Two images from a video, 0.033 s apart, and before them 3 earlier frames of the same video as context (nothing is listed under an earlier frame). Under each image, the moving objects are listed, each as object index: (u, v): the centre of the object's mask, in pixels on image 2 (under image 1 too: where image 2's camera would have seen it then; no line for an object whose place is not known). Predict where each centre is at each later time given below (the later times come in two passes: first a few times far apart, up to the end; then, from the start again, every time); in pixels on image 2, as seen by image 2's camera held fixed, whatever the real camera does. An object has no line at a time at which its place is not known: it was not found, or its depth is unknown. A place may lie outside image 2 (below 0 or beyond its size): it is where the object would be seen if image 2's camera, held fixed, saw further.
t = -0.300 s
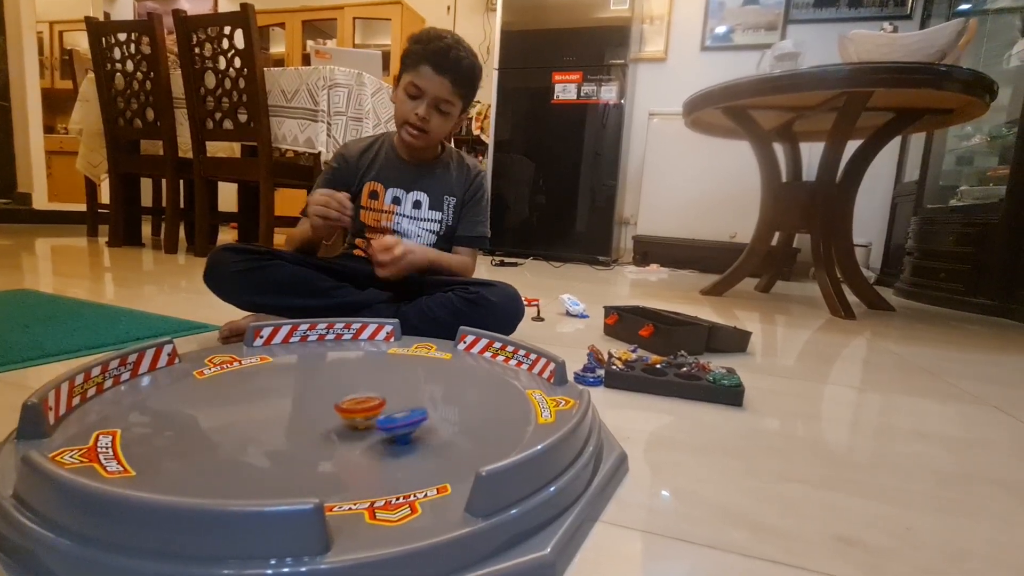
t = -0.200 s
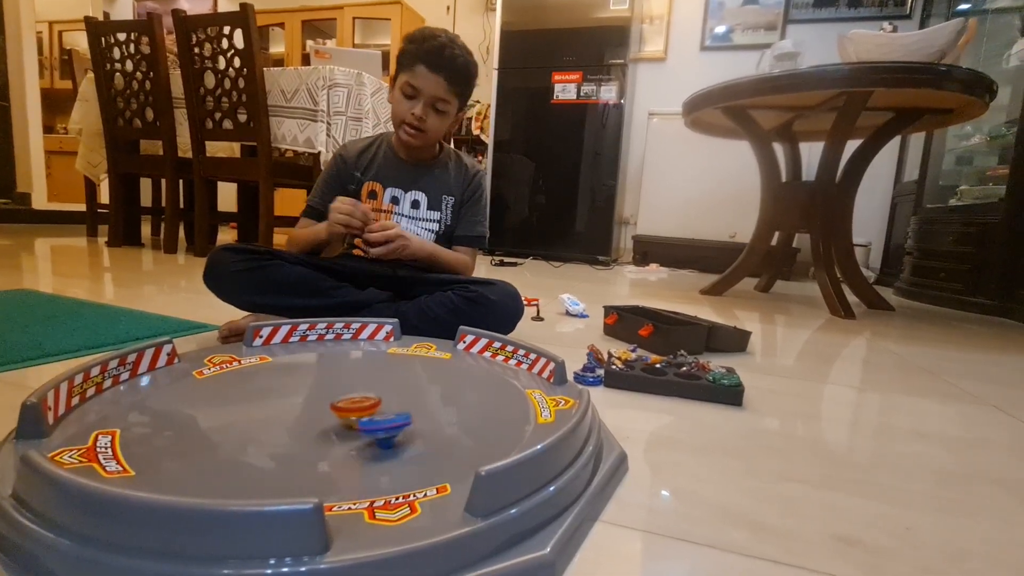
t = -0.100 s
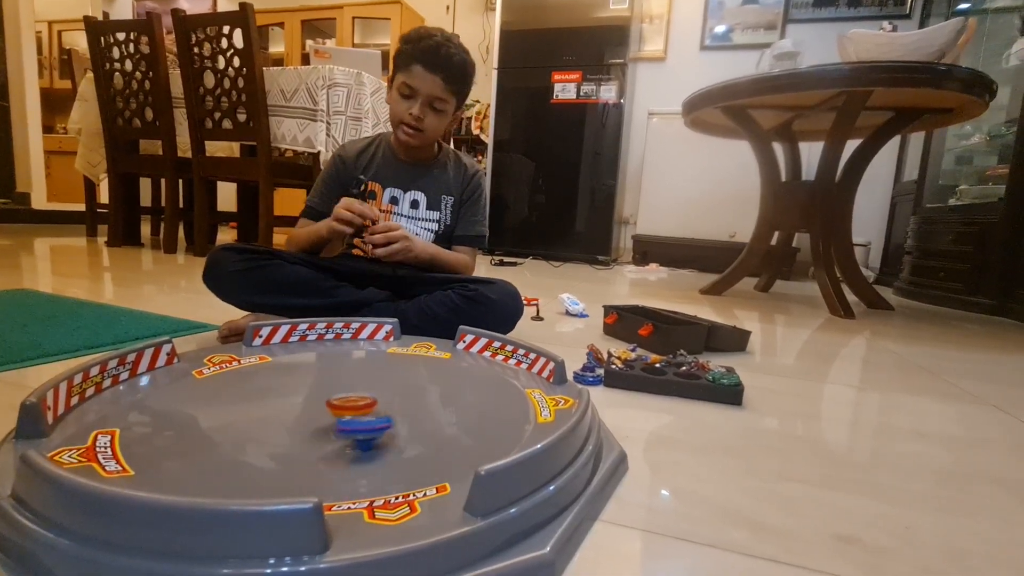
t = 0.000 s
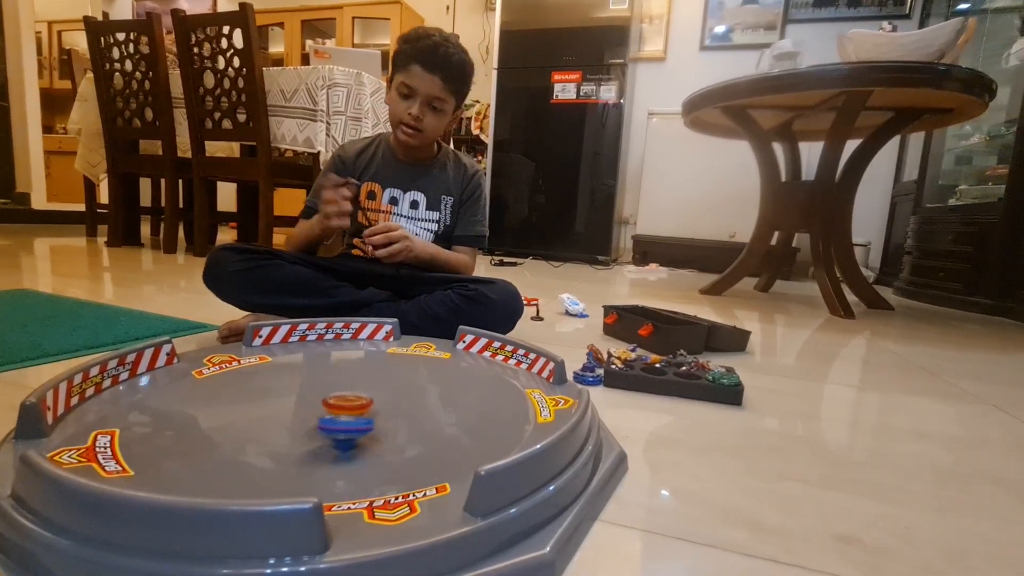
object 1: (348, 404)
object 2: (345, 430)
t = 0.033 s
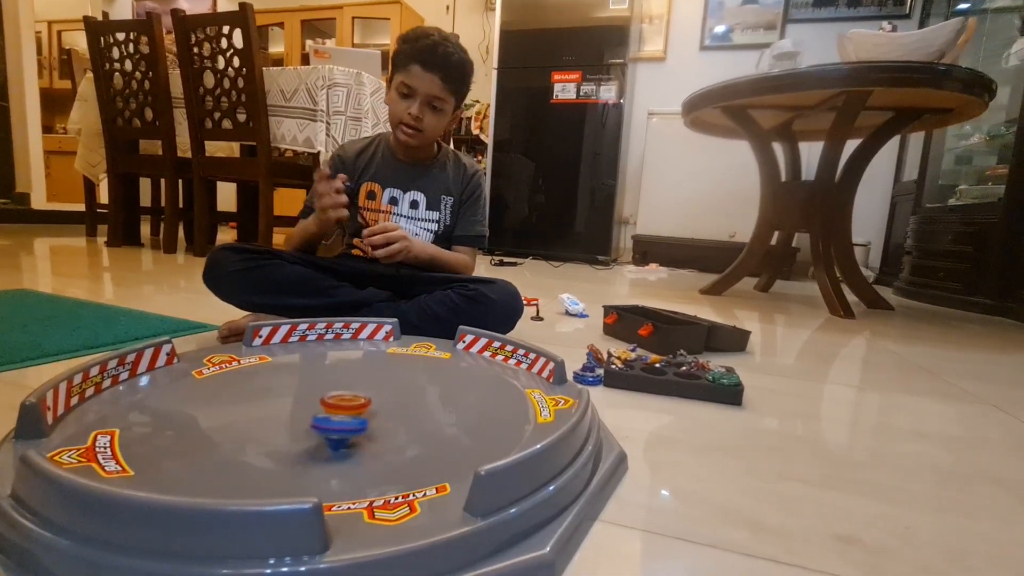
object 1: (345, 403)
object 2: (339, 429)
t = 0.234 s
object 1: (341, 402)
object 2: (311, 419)
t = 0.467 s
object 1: (352, 396)
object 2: (291, 406)
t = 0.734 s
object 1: (368, 392)
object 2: (307, 391)
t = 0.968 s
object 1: (379, 397)
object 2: (337, 384)
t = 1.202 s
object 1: (375, 406)
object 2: (368, 382)
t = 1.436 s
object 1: (350, 421)
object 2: (389, 388)
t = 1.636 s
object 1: (317, 422)
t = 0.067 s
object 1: (344, 403)
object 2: (334, 429)
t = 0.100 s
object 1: (343, 403)
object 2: (328, 427)
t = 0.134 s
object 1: (342, 402)
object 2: (323, 426)
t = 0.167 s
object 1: (341, 402)
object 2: (318, 425)
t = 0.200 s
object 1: (340, 401)
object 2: (315, 421)
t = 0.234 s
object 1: (341, 402)
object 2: (311, 419)
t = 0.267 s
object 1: (341, 401)
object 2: (308, 417)
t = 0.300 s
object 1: (341, 400)
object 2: (304, 416)
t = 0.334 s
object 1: (342, 400)
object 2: (303, 415)
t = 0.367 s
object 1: (343, 400)
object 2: (301, 411)
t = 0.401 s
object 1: (345, 398)
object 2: (298, 410)
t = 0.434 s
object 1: (349, 397)
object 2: (293, 408)
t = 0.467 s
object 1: (352, 396)
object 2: (291, 406)
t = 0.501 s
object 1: (354, 395)
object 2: (291, 404)
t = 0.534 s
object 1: (356, 394)
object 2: (292, 402)
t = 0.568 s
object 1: (358, 393)
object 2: (293, 399)
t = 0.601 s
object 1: (361, 393)
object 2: (295, 397)
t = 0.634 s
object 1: (363, 392)
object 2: (297, 395)
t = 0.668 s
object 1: (364, 392)
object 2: (300, 394)
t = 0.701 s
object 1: (366, 392)
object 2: (303, 392)
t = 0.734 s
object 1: (368, 392)
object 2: (307, 391)
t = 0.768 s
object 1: (370, 392)
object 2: (310, 389)
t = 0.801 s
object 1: (373, 393)
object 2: (314, 388)
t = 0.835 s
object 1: (375, 393)
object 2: (319, 387)
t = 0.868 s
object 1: (376, 394)
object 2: (323, 386)
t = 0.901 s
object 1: (377, 395)
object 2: (328, 385)
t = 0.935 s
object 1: (379, 396)
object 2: (332, 384)
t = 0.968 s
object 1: (379, 397)
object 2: (337, 384)
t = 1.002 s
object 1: (379, 398)
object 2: (341, 384)
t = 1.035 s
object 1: (380, 399)
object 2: (346, 384)
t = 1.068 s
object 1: (379, 400)
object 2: (350, 383)
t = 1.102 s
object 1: (379, 402)
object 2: (355, 383)
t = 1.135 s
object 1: (378, 403)
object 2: (359, 383)
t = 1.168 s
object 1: (377, 404)
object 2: (364, 382)
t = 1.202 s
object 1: (375, 406)
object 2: (368, 382)
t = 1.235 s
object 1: (372, 410)
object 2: (373, 382)
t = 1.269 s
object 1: (369, 412)
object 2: (376, 382)
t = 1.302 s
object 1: (365, 415)
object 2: (379, 382)
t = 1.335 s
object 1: (362, 417)
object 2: (383, 384)
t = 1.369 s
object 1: (358, 418)
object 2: (386, 385)
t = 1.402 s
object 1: (354, 420)
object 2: (388, 386)
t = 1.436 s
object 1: (350, 421)
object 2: (389, 388)
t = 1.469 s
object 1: (345, 422)
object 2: (391, 389)
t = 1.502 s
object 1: (340, 422)
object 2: (392, 390)
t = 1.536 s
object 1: (333, 422)
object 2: (393, 392)
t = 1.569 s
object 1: (328, 423)
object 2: (394, 393)
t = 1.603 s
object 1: (323, 422)
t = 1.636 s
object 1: (317, 422)
